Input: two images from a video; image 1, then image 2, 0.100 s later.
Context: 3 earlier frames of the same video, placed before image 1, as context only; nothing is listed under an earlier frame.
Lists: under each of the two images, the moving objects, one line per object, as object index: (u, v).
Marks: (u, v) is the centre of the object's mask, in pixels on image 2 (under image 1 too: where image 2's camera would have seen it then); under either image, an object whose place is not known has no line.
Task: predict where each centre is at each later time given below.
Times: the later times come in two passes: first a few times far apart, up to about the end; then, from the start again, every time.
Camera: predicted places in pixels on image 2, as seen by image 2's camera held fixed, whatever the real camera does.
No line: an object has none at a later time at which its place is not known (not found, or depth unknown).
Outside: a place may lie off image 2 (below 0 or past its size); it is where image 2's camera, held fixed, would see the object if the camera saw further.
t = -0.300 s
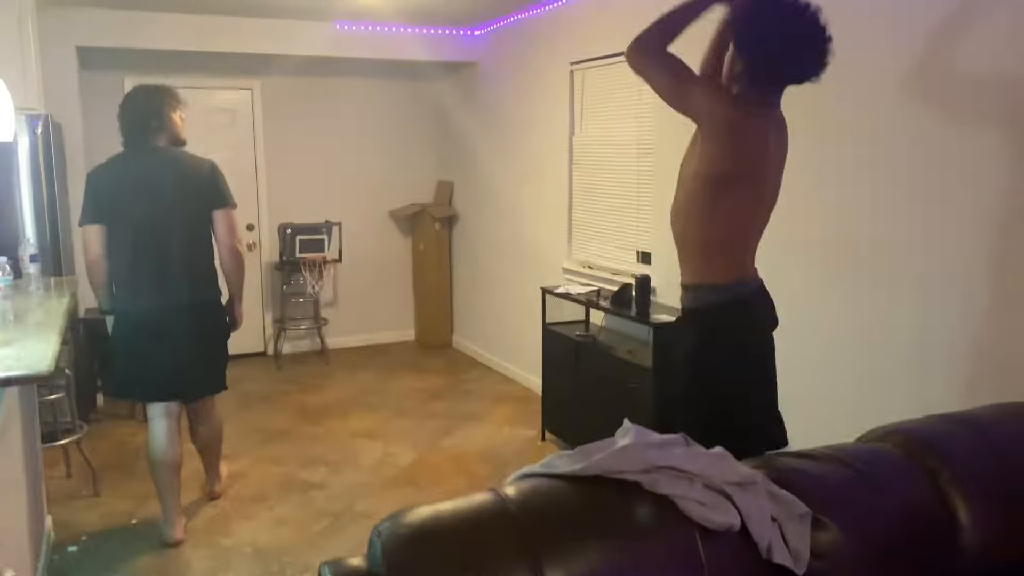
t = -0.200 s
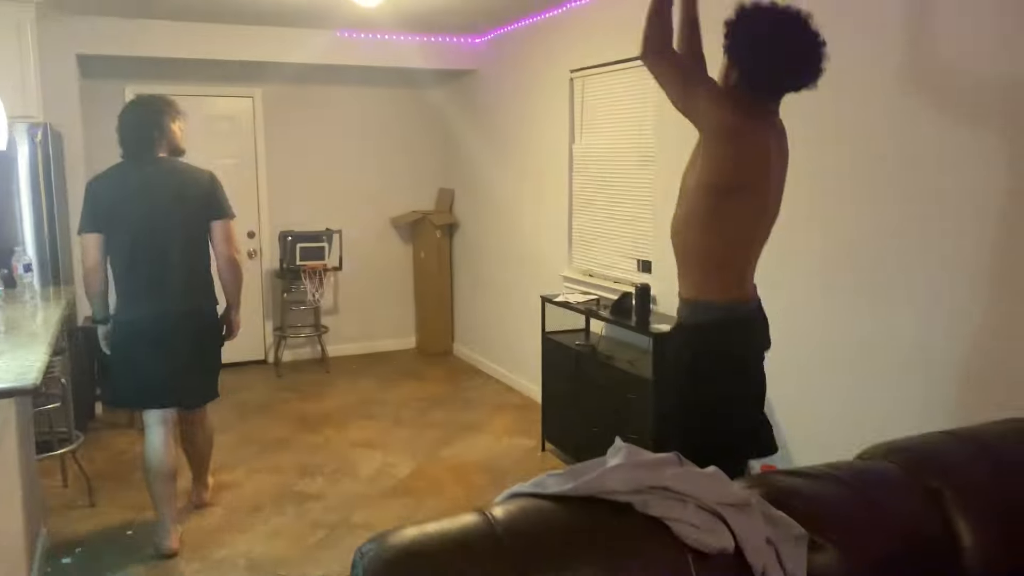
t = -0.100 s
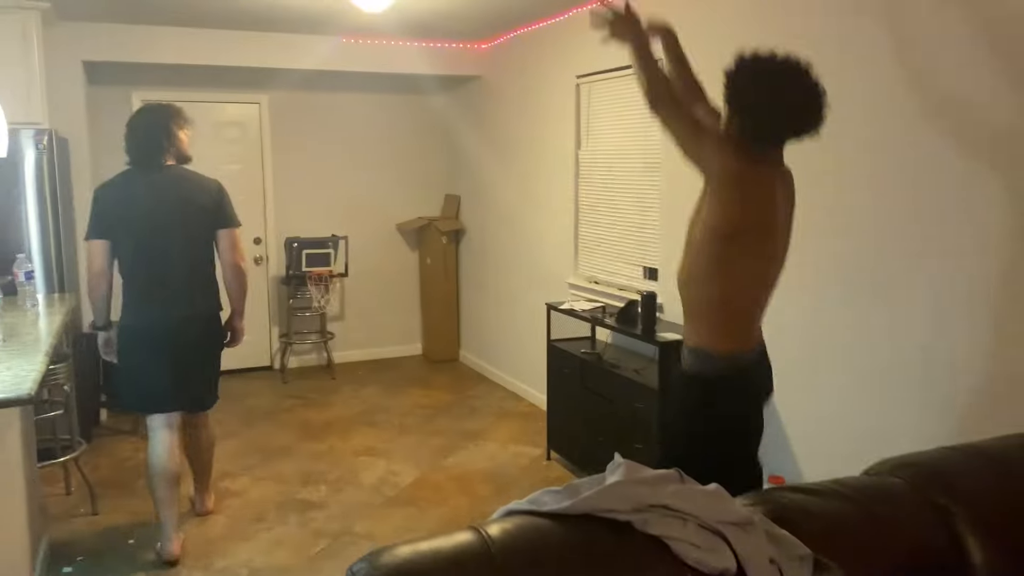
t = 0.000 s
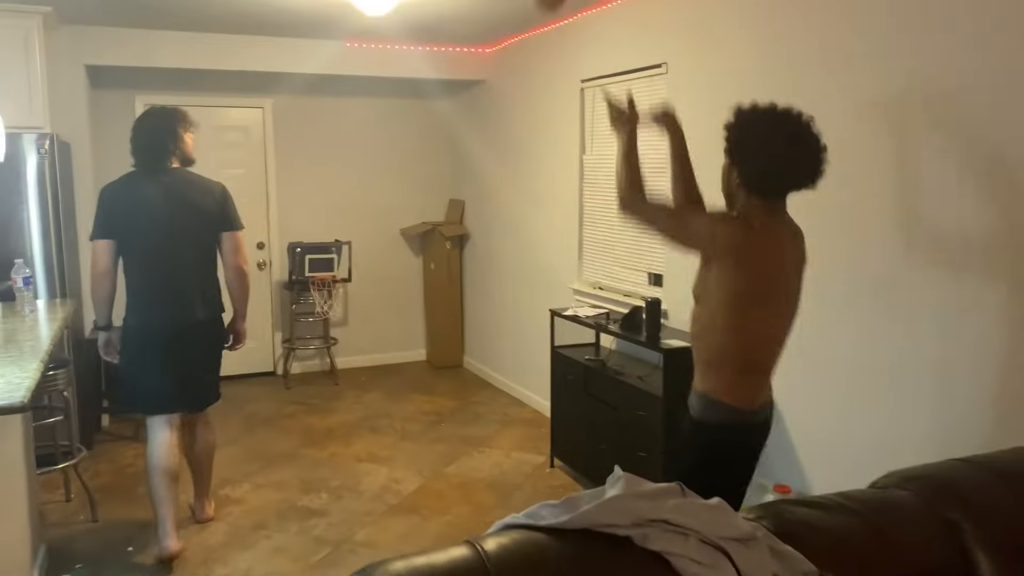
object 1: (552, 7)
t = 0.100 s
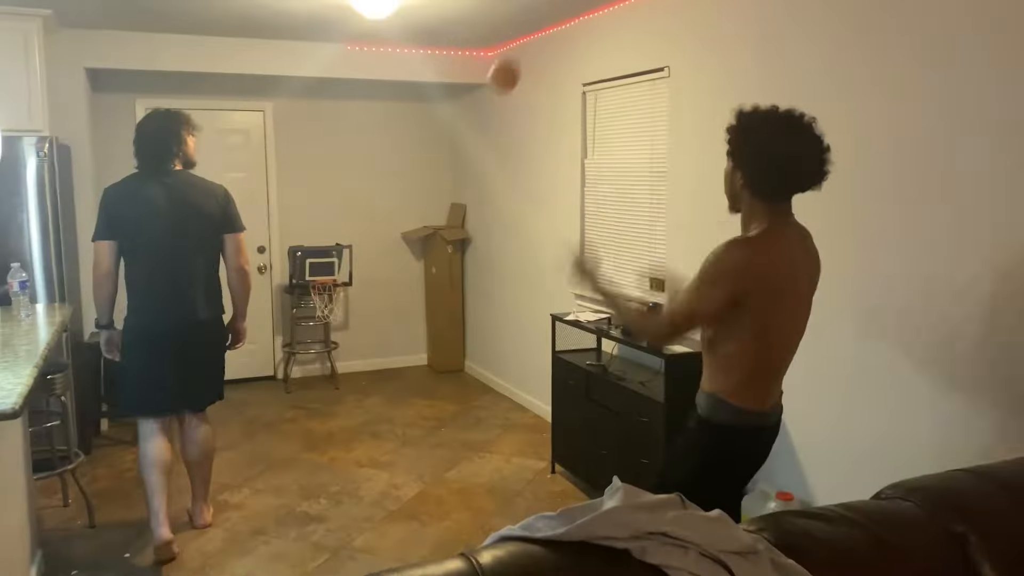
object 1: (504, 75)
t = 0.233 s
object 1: (456, 185)
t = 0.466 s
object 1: (398, 400)
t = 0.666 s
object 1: (381, 327)
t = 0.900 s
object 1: (372, 239)
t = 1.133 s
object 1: (364, 241)
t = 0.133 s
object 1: (491, 101)
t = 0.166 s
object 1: (479, 128)
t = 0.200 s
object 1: (466, 158)
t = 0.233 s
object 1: (456, 185)
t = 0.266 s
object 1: (447, 214)
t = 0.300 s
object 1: (437, 244)
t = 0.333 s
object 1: (428, 275)
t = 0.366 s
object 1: (419, 306)
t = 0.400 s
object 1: (412, 338)
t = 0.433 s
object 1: (403, 371)
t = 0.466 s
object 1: (398, 400)
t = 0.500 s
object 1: (391, 435)
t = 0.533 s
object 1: (389, 418)
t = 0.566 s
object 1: (387, 393)
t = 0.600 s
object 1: (385, 369)
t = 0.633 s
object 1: (382, 347)
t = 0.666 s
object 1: (381, 327)
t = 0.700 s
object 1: (380, 308)
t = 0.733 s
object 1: (378, 292)
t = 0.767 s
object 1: (377, 278)
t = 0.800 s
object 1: (375, 265)
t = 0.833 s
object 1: (374, 255)
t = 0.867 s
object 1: (373, 246)
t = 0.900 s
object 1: (372, 239)
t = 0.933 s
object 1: (370, 234)
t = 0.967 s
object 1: (369, 231)
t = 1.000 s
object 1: (368, 230)
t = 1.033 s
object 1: (367, 230)
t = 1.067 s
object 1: (366, 232)
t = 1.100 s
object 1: (365, 236)
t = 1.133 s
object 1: (364, 241)
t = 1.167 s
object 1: (363, 249)
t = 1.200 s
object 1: (362, 258)
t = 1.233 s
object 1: (362, 269)
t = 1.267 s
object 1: (361, 282)
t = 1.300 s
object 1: (360, 296)
